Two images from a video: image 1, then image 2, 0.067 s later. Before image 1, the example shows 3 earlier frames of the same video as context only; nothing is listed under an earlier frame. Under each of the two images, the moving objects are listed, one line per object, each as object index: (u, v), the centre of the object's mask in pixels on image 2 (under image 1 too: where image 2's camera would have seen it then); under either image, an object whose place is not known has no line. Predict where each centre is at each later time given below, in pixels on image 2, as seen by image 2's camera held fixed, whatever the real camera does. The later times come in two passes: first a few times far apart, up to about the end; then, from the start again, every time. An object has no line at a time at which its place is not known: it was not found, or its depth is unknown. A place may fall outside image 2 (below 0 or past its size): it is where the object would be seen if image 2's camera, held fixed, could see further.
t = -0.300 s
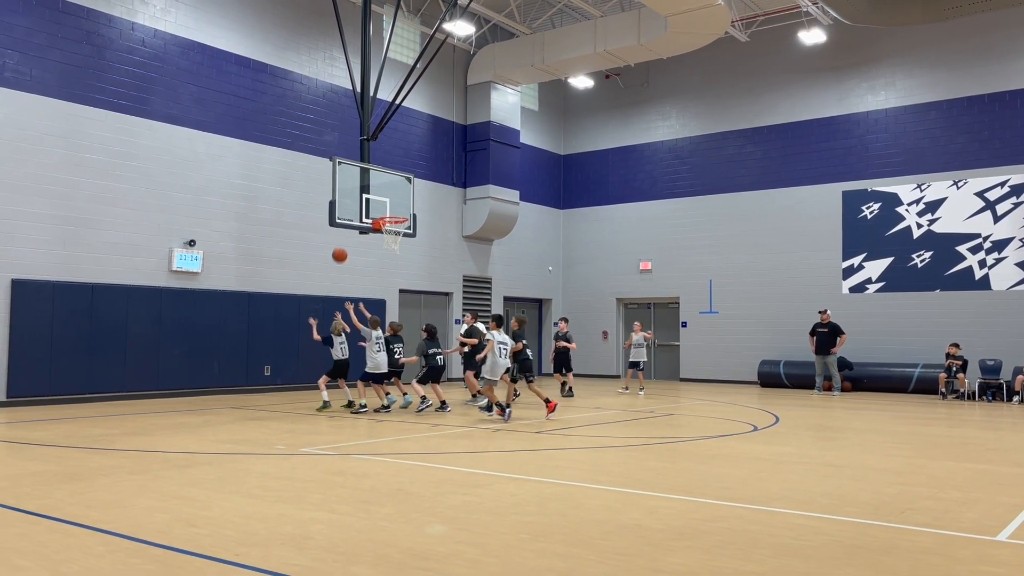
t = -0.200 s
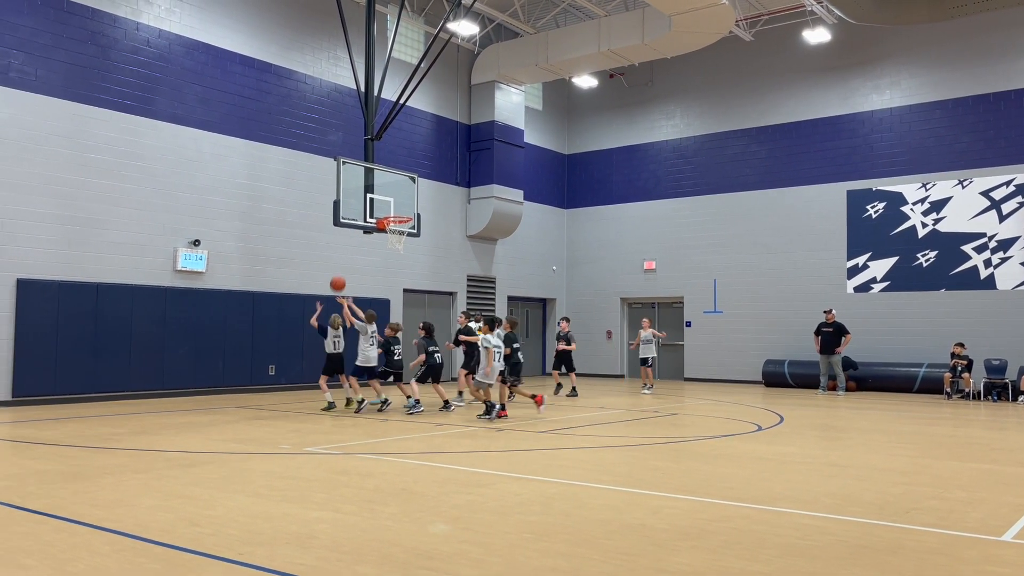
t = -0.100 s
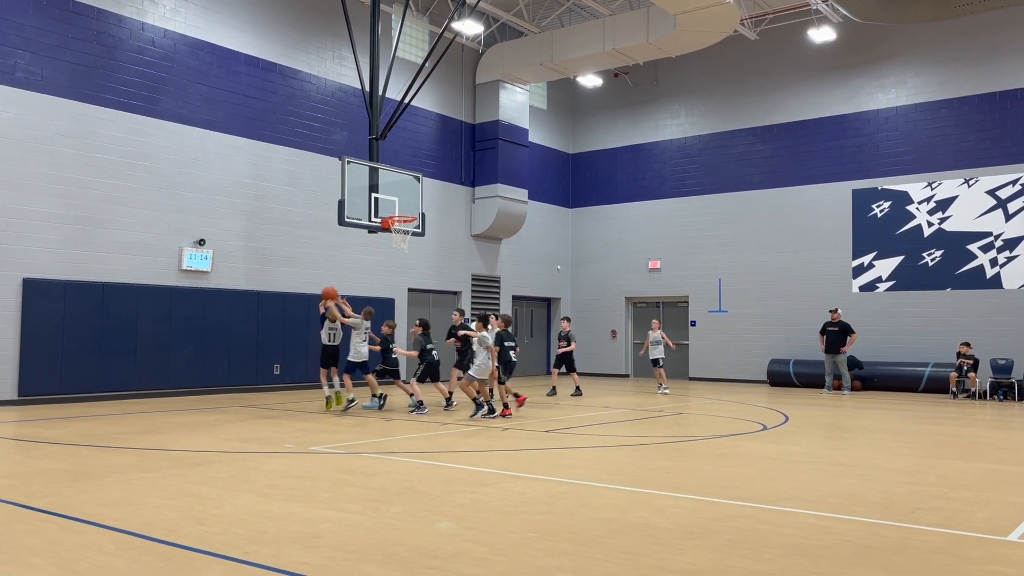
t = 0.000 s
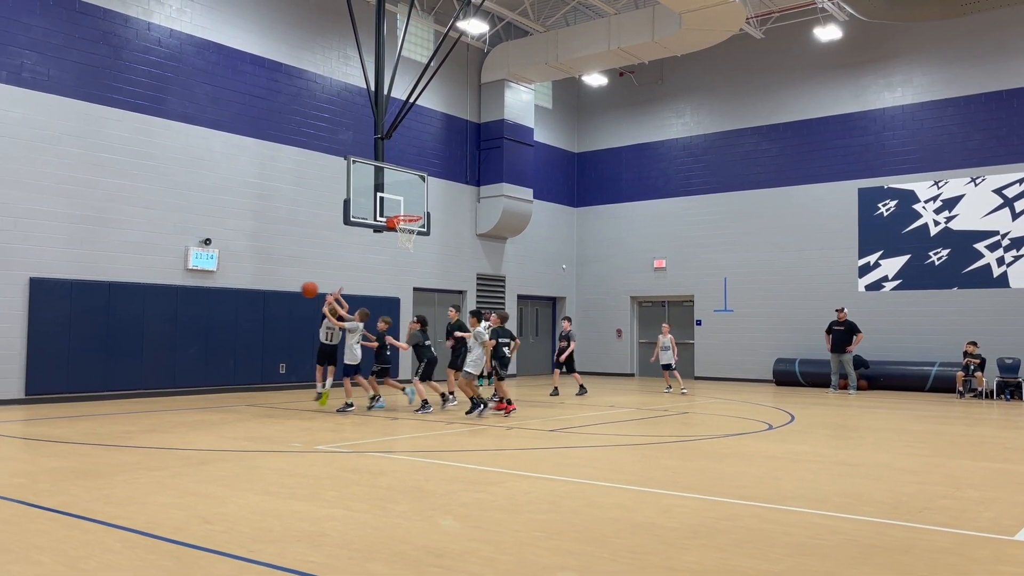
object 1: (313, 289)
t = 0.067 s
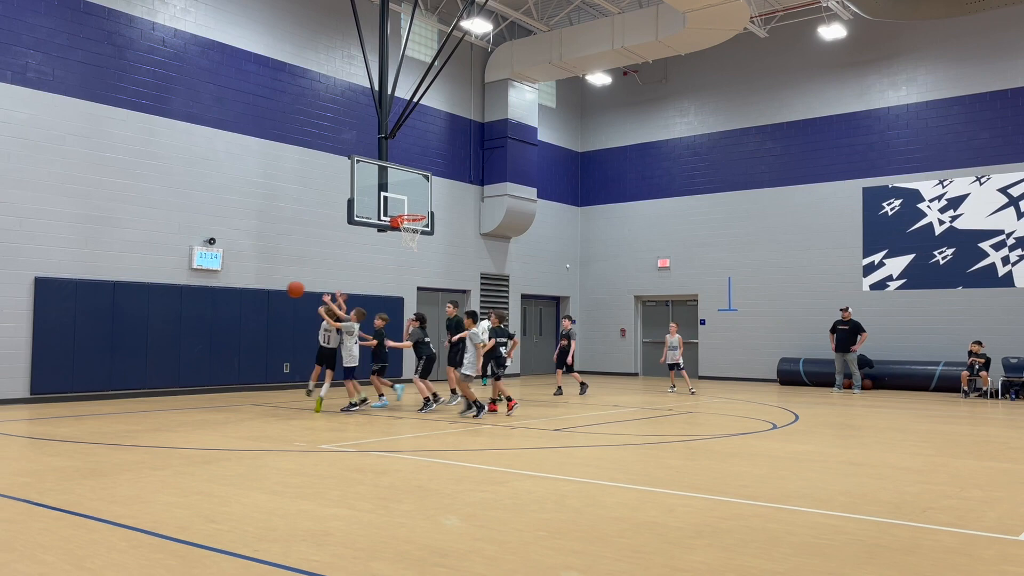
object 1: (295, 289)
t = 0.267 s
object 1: (238, 309)
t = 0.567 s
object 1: (137, 403)
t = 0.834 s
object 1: (81, 351)
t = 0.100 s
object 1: (286, 291)
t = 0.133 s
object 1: (277, 293)
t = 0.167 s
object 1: (267, 296)
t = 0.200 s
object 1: (258, 299)
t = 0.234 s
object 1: (248, 304)
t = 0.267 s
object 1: (238, 309)
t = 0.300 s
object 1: (227, 316)
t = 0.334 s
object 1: (217, 323)
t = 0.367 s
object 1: (206, 332)
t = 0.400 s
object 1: (195, 341)
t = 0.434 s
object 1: (184, 351)
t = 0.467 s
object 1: (173, 363)
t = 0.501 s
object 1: (162, 375)
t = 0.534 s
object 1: (150, 388)
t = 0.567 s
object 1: (137, 403)
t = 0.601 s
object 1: (125, 417)
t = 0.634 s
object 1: (118, 405)
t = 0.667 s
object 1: (113, 393)
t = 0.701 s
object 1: (108, 383)
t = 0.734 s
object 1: (100, 374)
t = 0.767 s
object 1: (94, 365)
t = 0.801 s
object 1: (88, 358)
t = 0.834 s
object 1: (81, 351)
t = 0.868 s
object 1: (75, 345)
